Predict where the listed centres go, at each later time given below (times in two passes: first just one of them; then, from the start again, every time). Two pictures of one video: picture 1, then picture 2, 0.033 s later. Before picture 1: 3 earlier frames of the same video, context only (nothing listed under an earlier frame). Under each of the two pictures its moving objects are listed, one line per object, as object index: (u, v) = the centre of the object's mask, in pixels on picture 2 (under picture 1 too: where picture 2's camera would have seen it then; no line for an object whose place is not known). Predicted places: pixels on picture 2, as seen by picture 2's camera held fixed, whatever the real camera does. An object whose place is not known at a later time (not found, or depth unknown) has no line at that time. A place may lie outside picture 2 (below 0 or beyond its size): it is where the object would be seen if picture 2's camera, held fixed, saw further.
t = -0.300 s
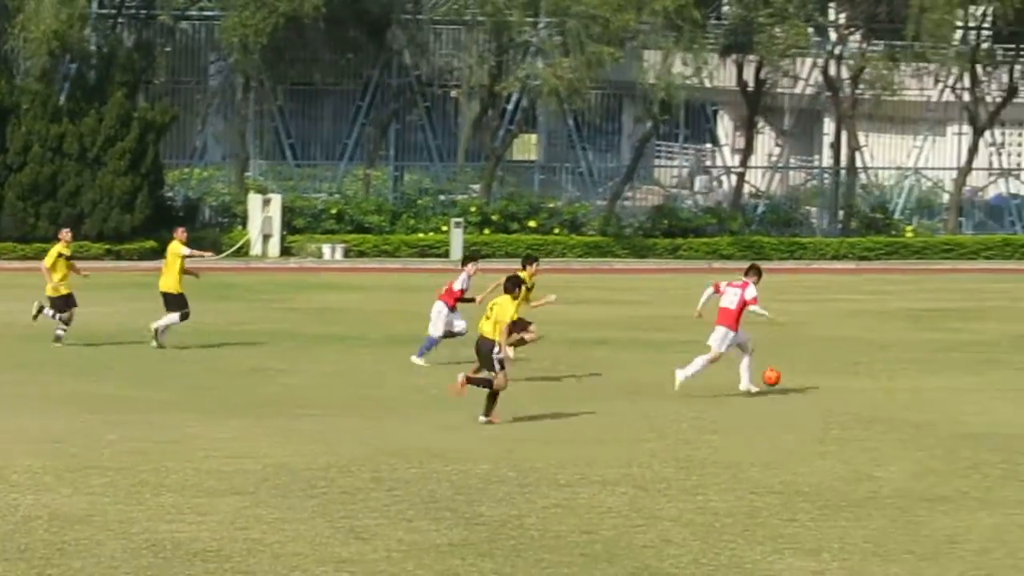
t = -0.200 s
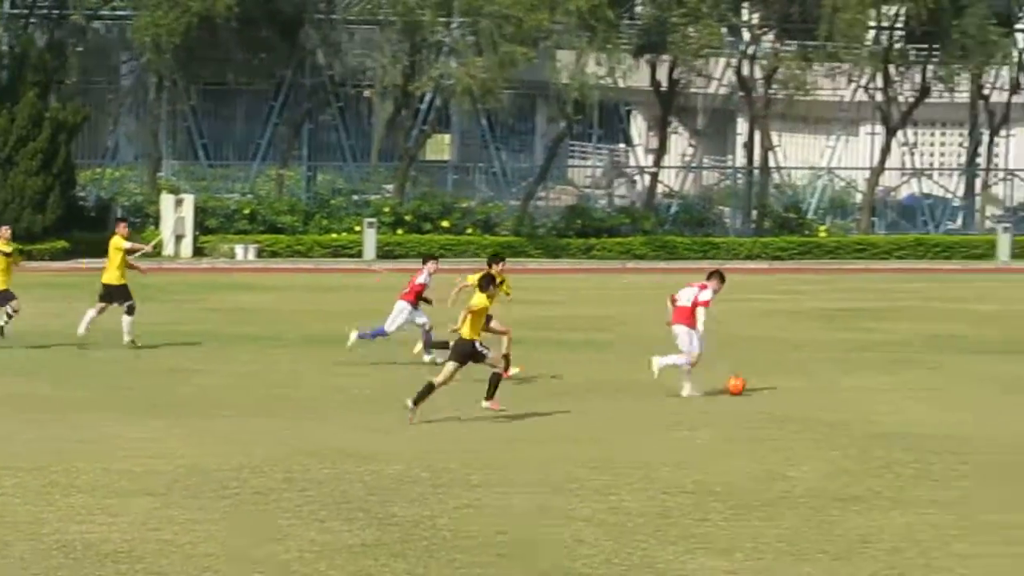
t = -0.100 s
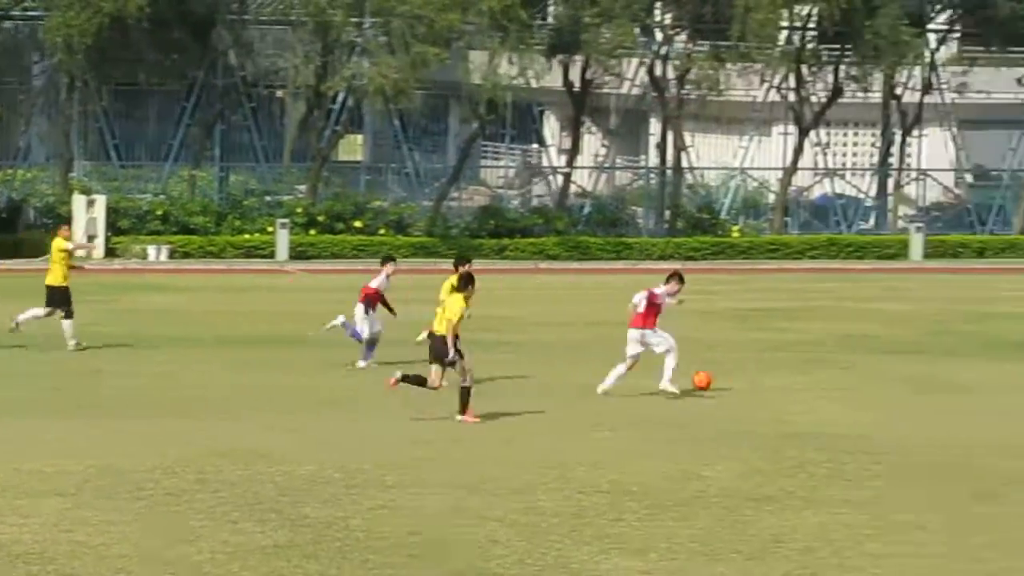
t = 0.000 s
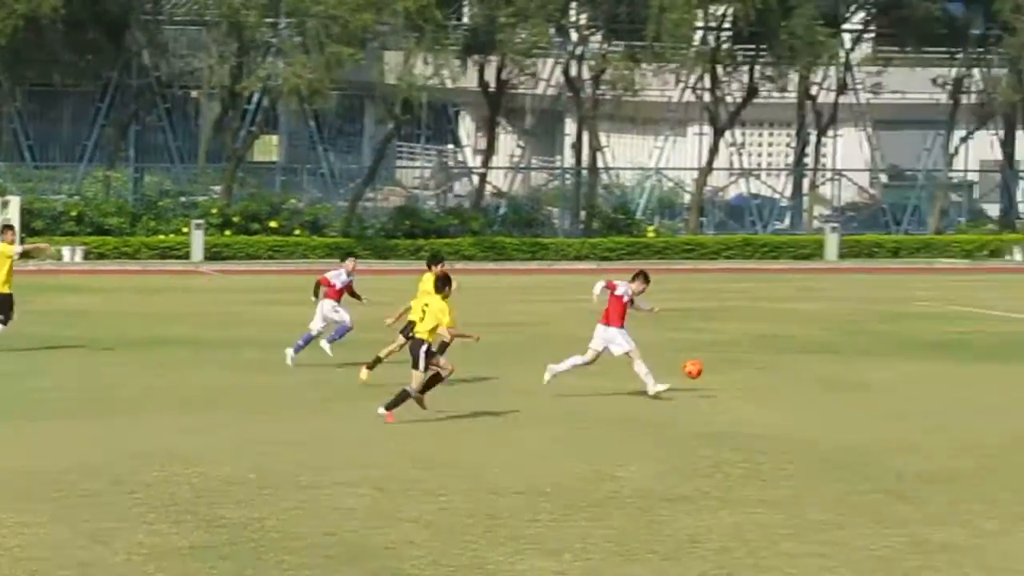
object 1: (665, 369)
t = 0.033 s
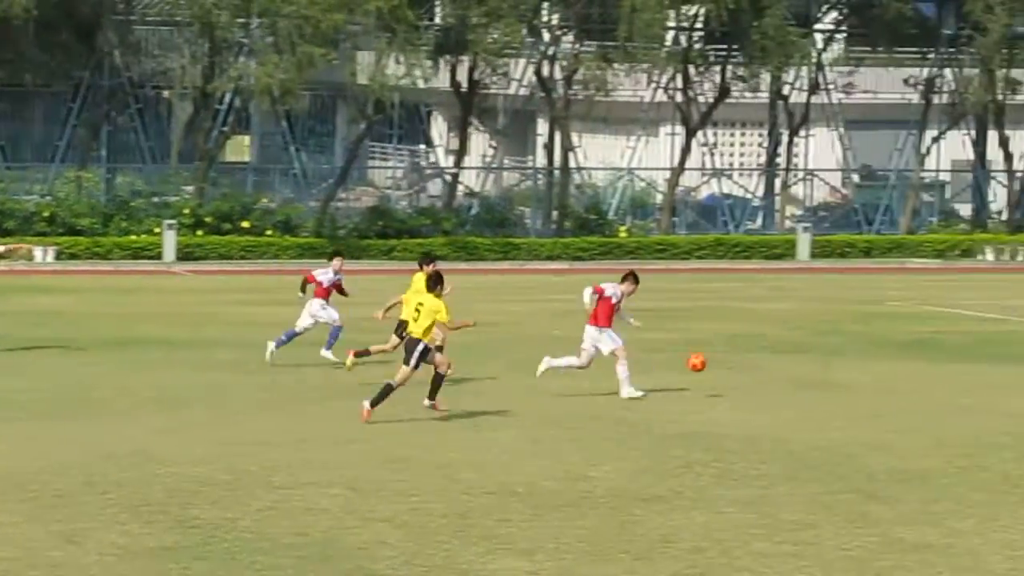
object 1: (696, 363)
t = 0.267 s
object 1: (910, 346)
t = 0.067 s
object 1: (728, 356)
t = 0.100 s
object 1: (759, 352)
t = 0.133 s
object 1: (789, 349)
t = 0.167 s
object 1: (819, 347)
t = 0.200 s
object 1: (851, 345)
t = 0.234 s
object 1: (880, 345)
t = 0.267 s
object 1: (910, 346)
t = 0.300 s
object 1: (939, 347)
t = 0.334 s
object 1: (968, 349)
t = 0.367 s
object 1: (998, 354)
